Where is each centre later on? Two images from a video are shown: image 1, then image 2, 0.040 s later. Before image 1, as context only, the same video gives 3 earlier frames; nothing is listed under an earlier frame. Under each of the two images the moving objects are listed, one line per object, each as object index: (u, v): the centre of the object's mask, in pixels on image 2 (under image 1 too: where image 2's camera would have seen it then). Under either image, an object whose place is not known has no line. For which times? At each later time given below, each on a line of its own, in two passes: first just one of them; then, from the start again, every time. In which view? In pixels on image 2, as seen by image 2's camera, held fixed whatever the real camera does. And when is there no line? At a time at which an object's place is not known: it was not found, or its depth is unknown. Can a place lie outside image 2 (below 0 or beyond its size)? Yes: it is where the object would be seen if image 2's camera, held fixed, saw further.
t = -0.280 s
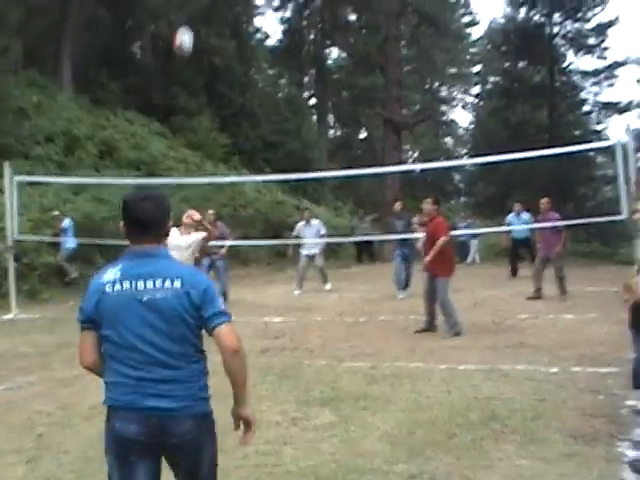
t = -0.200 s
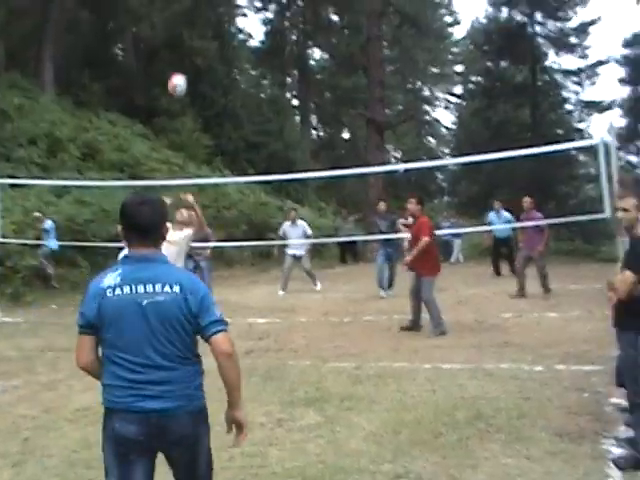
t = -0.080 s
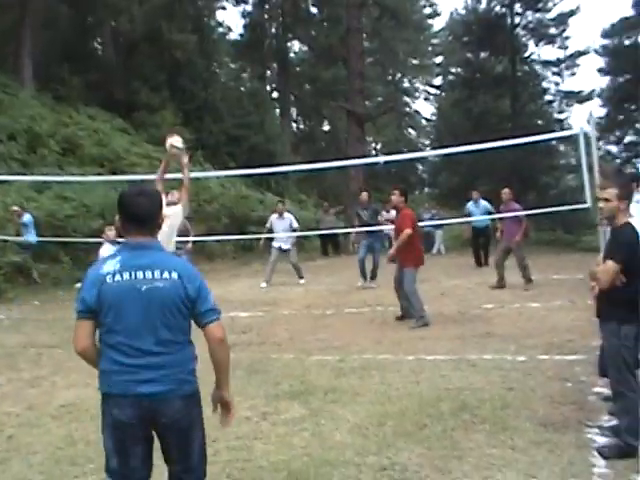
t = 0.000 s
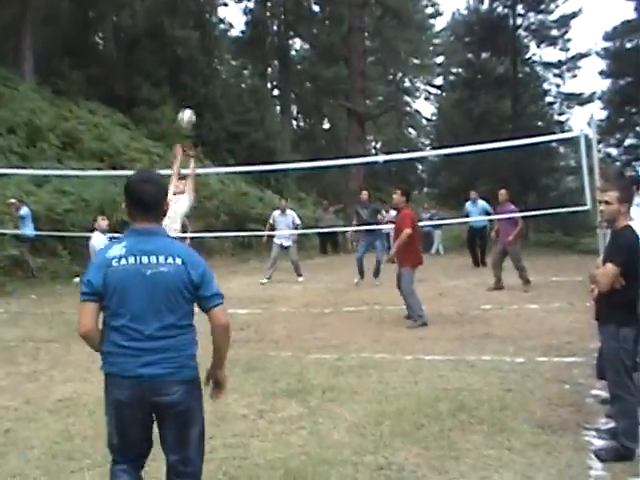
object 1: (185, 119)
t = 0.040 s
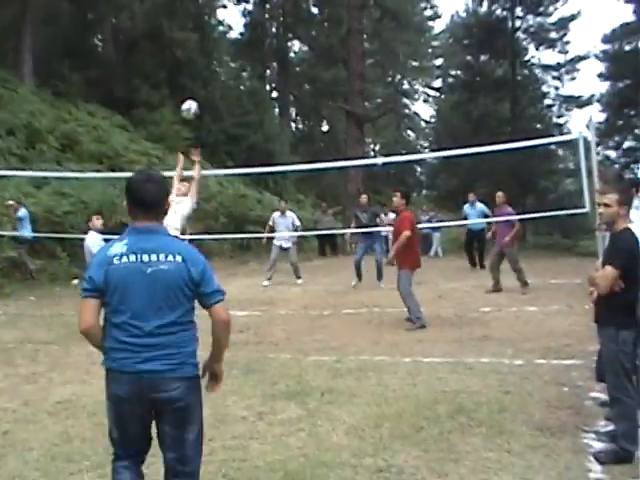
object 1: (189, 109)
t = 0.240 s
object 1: (214, 78)
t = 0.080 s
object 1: (195, 99)
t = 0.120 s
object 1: (200, 92)
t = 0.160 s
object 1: (205, 86)
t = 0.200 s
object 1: (210, 81)
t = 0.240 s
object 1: (214, 78)
